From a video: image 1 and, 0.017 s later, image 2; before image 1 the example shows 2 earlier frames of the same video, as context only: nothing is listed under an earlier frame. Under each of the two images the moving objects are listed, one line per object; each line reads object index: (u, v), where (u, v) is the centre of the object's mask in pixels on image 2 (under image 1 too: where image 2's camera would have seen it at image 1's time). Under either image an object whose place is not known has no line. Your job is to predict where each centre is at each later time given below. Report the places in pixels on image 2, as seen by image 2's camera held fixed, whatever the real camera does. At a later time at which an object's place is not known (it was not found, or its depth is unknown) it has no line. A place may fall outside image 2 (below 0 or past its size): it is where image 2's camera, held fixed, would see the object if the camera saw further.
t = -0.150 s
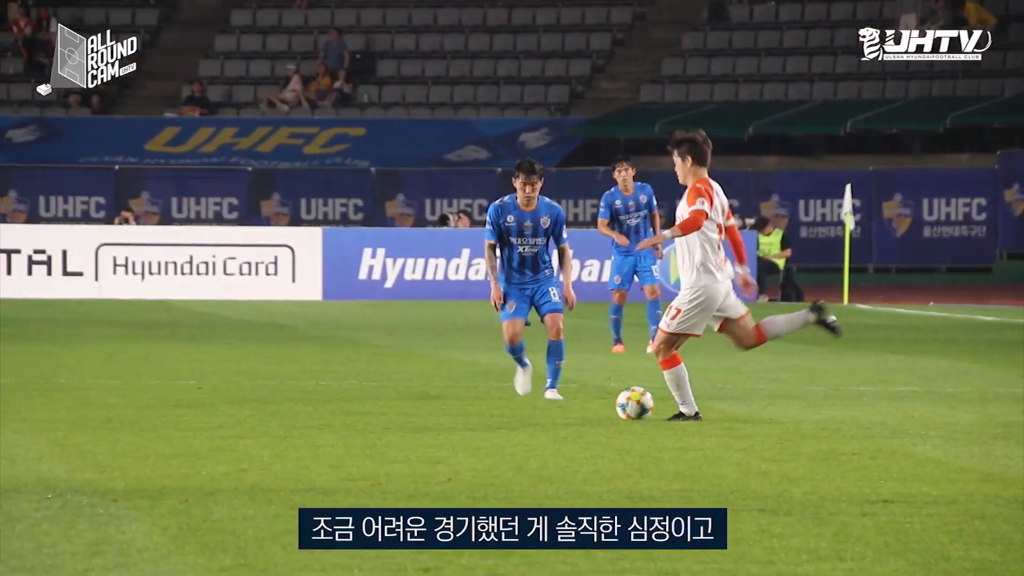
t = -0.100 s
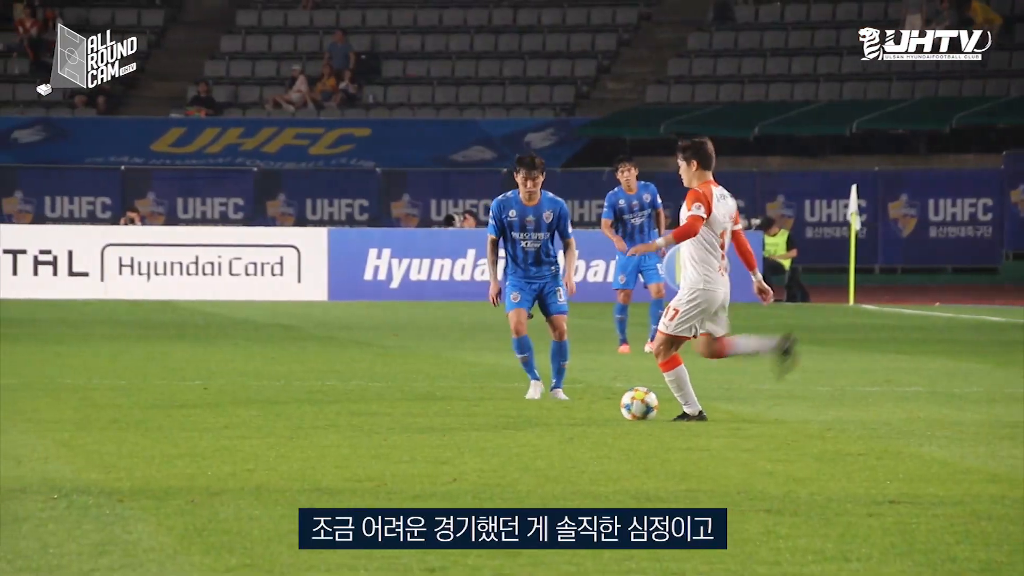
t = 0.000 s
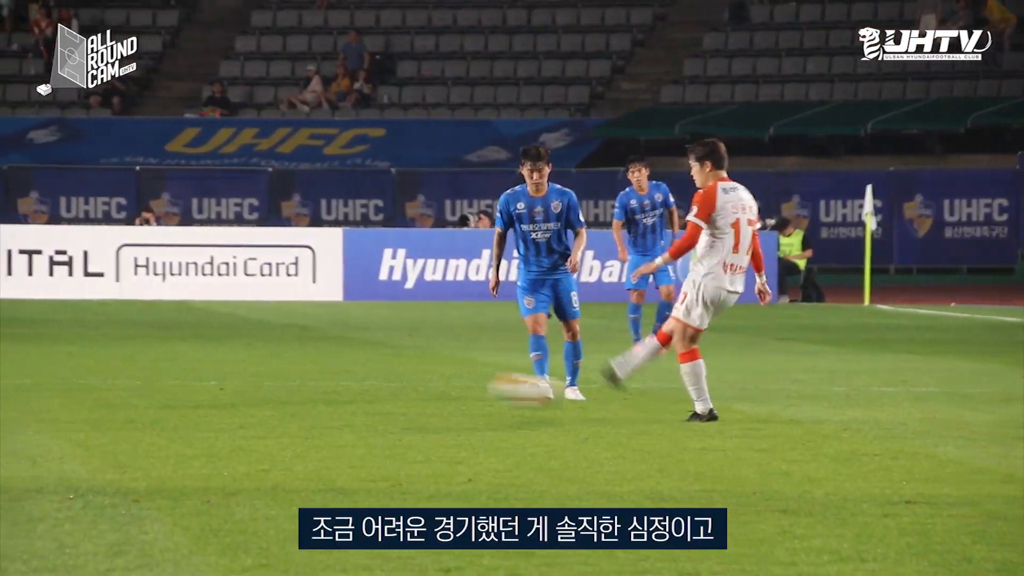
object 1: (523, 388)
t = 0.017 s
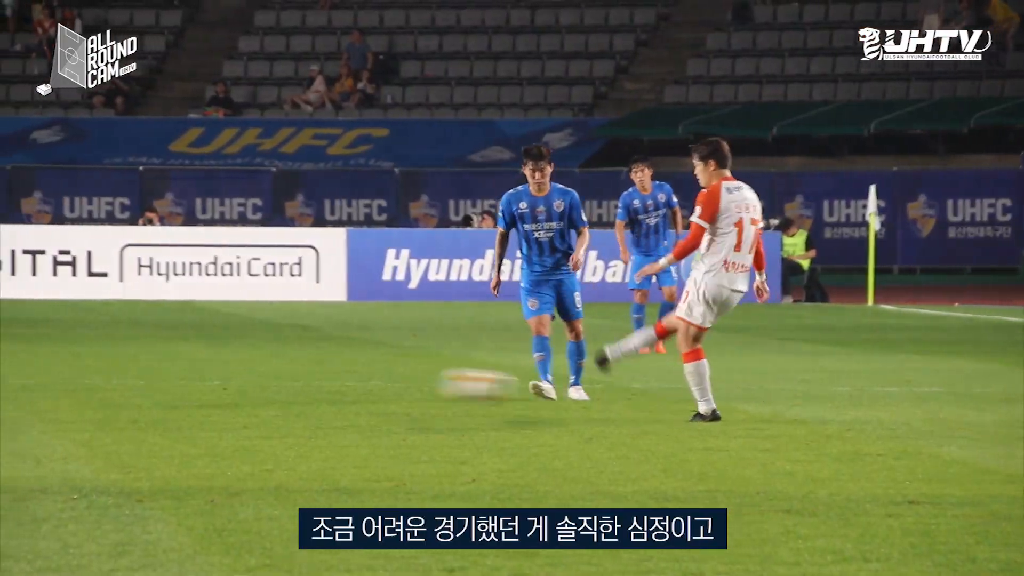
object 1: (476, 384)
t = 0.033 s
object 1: (422, 380)
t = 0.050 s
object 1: (367, 374)
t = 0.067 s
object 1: (313, 370)
